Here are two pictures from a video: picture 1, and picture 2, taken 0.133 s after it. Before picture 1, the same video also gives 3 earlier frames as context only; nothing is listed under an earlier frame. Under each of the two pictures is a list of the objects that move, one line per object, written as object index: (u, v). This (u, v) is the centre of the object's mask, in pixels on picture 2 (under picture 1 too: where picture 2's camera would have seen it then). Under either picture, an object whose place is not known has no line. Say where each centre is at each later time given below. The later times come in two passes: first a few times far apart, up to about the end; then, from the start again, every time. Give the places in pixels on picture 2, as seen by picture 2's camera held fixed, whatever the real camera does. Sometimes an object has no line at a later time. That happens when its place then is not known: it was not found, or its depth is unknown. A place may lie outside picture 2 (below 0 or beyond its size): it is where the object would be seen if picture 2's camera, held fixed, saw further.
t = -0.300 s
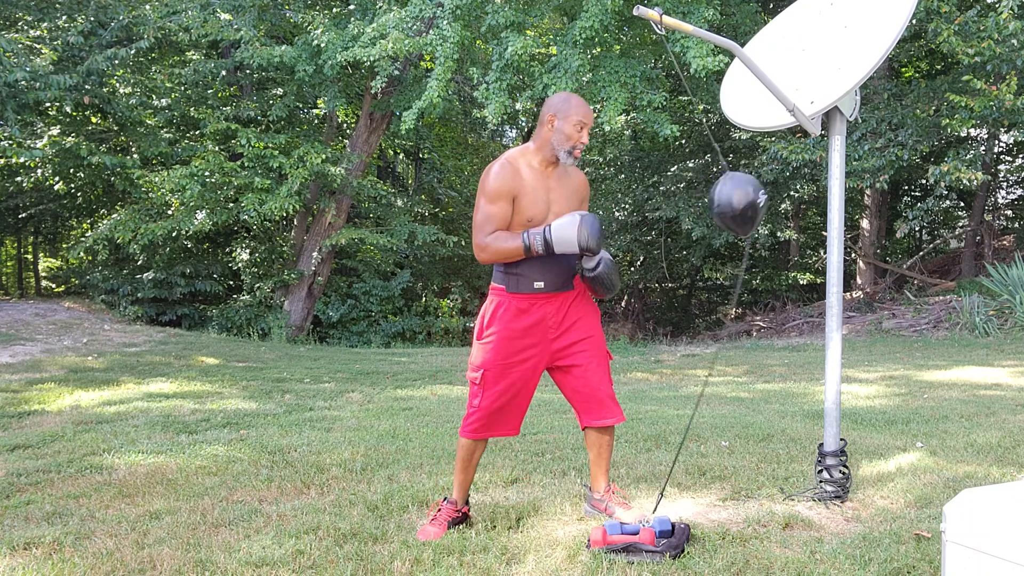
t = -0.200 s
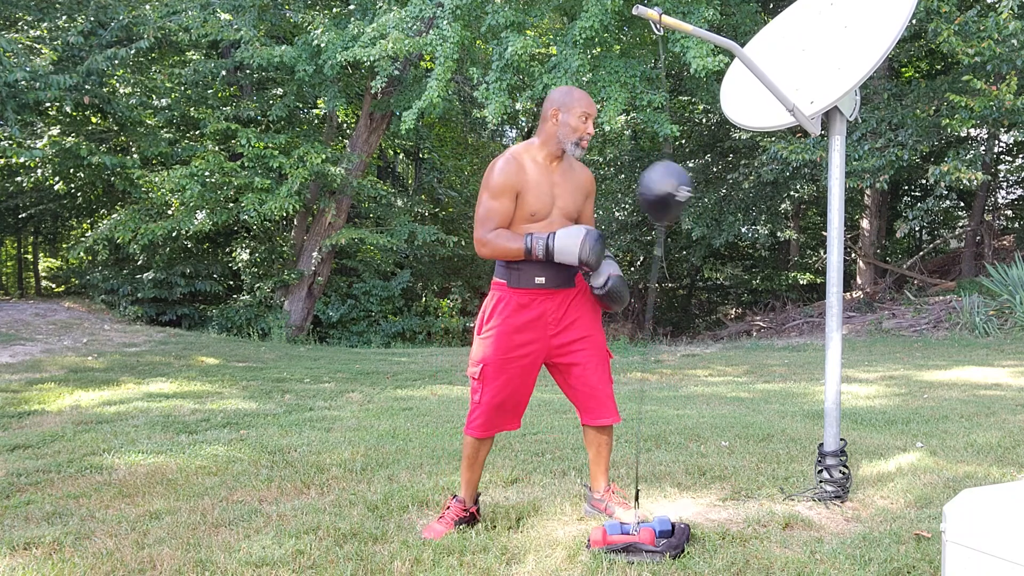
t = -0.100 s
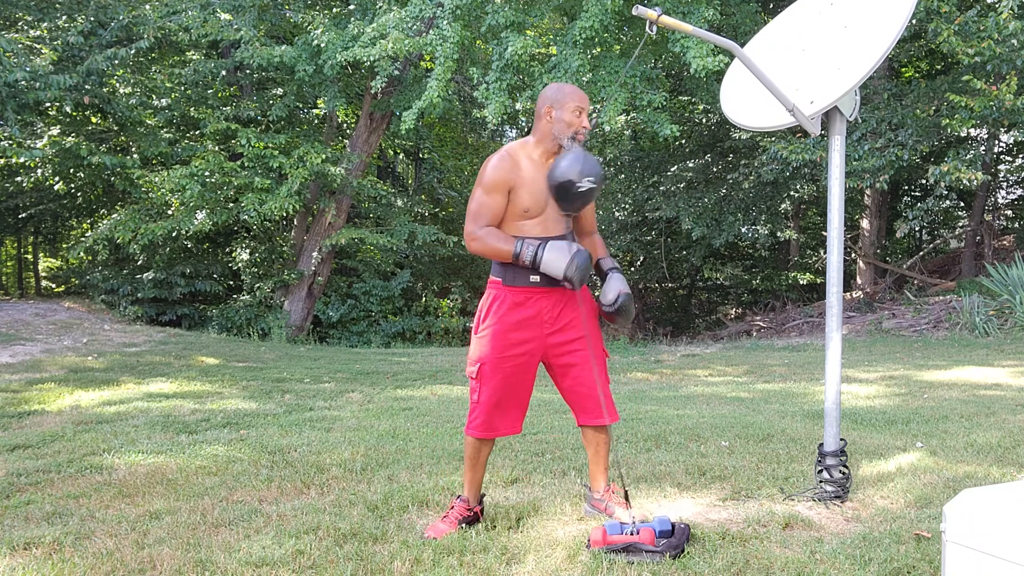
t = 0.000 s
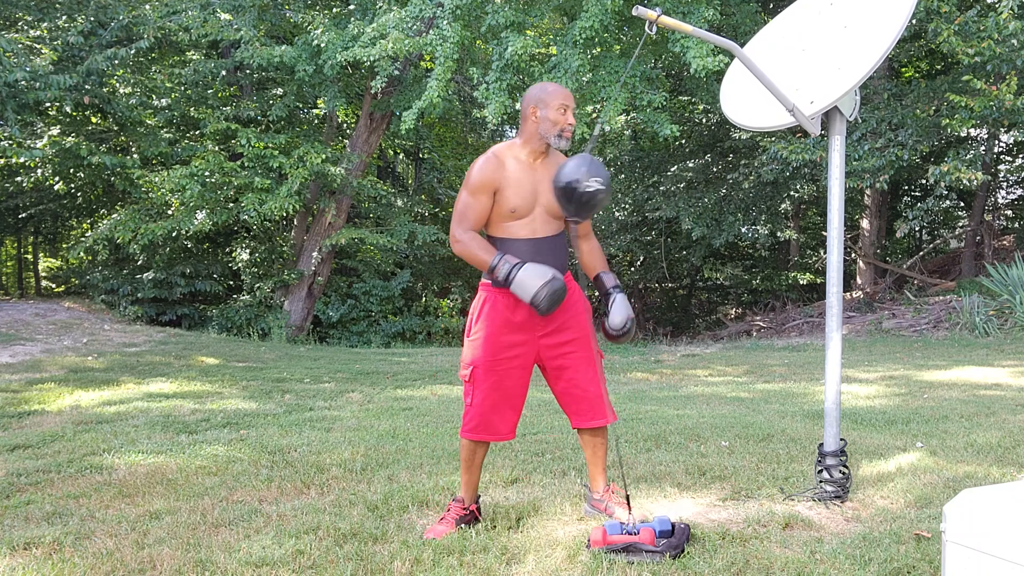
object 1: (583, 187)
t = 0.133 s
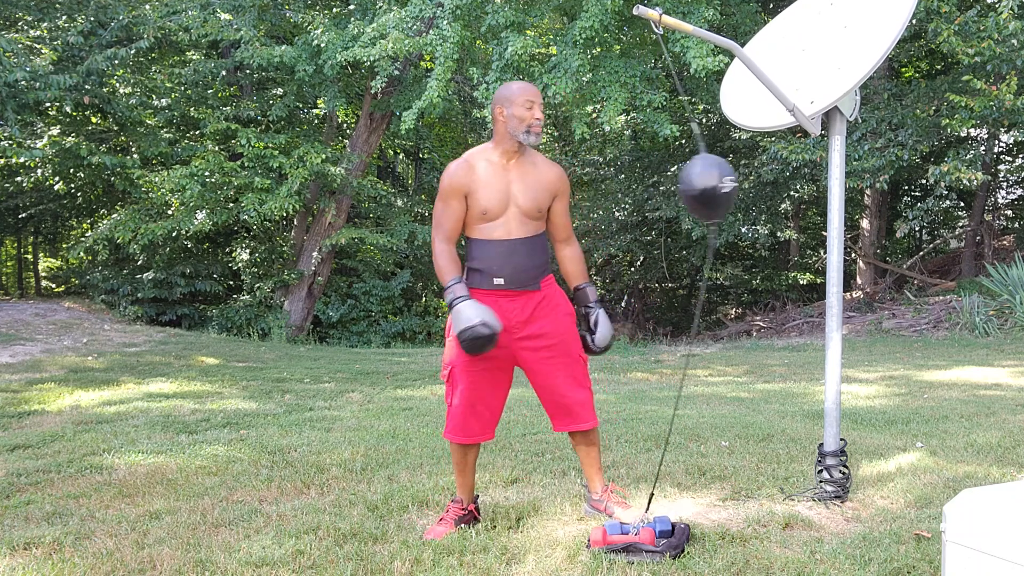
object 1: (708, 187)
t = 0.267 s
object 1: (706, 190)
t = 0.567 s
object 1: (627, 184)
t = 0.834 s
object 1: (669, 191)
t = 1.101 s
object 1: (635, 187)
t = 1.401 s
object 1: (647, 194)
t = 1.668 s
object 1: (657, 189)
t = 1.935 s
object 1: (649, 193)
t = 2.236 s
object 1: (669, 188)
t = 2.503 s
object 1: (640, 193)
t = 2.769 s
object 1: (661, 189)
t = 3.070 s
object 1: (634, 192)
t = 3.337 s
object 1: (666, 189)
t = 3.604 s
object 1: (640, 192)
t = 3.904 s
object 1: (672, 189)
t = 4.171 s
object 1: (635, 192)
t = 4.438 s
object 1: (667, 189)
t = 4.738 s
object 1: (632, 191)
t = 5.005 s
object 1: (673, 189)
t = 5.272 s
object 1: (634, 192)
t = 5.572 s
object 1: (674, 190)
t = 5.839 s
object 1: (631, 191)
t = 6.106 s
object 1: (672, 190)
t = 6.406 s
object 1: (630, 191)
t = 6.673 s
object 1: (672, 191)
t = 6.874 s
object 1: (640, 192)
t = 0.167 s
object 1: (728, 188)
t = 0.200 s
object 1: (733, 188)
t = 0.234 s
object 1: (725, 189)
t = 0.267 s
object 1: (706, 190)
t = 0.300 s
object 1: (679, 191)
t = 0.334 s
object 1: (650, 193)
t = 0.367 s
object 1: (621, 192)
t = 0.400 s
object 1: (597, 191)
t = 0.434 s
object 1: (581, 188)
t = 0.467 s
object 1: (576, 185)
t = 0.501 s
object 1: (583, 182)
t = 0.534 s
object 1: (600, 182)
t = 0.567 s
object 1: (627, 184)
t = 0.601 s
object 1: (656, 188)
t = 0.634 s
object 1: (684, 191)
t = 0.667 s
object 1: (706, 191)
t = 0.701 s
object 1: (718, 190)
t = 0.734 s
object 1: (719, 189)
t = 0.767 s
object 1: (710, 188)
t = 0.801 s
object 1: (692, 188)
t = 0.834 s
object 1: (669, 191)
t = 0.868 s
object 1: (645, 194)
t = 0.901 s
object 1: (622, 194)
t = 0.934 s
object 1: (603, 192)
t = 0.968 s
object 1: (593, 189)
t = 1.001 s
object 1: (590, 187)
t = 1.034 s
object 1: (596, 185)
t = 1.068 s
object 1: (611, 185)
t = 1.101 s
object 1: (635, 187)
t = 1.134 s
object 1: (658, 189)
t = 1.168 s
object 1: (680, 190)
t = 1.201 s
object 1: (698, 190)
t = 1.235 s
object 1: (706, 189)
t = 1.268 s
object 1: (707, 190)
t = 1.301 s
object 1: (699, 190)
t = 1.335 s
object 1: (684, 190)
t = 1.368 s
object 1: (667, 193)
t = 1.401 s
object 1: (647, 194)
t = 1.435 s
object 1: (629, 194)
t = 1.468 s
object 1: (615, 192)
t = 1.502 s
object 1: (605, 190)
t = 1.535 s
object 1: (603, 188)
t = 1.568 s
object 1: (608, 187)
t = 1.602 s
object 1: (620, 187)
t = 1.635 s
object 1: (637, 188)
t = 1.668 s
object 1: (657, 189)
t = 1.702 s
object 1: (674, 189)
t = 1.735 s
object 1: (688, 189)
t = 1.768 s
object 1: (697, 189)
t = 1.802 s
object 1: (697, 190)
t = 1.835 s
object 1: (692, 191)
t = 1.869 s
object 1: (680, 192)
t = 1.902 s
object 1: (666, 193)
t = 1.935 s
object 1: (649, 193)
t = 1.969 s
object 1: (633, 192)
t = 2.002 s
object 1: (621, 191)
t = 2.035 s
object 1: (612, 190)
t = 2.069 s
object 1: (610, 189)
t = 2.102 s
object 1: (614, 189)
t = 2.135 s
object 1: (623, 189)
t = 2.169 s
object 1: (637, 189)
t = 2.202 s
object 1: (653, 189)
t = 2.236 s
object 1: (669, 188)
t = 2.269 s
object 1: (681, 188)
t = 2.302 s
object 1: (690, 189)
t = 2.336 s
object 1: (693, 190)
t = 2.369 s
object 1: (689, 191)
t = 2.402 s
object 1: (680, 192)
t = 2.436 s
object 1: (668, 193)
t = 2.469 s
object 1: (655, 193)
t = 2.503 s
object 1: (640, 193)
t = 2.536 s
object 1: (629, 192)
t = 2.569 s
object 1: (620, 190)
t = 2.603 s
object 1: (617, 190)
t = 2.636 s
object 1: (617, 189)
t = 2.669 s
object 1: (623, 189)
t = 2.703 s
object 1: (634, 188)
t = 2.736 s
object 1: (647, 188)
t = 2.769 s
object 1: (661, 189)
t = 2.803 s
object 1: (673, 189)
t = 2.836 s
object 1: (682, 190)
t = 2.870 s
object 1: (687, 190)
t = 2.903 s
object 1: (686, 191)
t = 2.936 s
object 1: (680, 193)
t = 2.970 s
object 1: (671, 193)
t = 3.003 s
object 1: (658, 193)
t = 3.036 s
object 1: (646, 193)
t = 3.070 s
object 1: (634, 192)
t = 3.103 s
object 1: (626, 191)
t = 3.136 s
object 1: (621, 191)
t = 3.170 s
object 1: (619, 190)
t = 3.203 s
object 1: (621, 190)
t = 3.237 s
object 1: (631, 190)
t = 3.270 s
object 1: (643, 190)
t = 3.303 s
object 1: (655, 189)
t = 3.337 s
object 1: (666, 189)
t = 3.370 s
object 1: (676, 189)
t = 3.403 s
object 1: (681, 190)
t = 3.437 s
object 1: (682, 191)
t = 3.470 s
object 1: (679, 192)
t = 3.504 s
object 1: (671, 193)
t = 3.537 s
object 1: (661, 193)
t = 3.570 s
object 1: (650, 193)
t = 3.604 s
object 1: (640, 192)
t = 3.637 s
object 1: (631, 192)
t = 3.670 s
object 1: (626, 191)
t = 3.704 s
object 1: (623, 191)
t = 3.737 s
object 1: (625, 190)
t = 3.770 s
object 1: (632, 190)
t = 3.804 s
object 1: (641, 189)
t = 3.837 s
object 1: (653, 189)
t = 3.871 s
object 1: (663, 189)
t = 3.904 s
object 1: (672, 189)
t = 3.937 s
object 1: (679, 190)
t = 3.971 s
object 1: (680, 190)
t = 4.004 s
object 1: (678, 191)
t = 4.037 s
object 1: (672, 192)
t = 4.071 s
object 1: (663, 193)
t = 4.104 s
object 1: (653, 193)
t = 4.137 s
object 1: (643, 192)
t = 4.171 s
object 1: (635, 192)
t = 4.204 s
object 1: (628, 191)
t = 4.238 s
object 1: (625, 191)
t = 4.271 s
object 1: (625, 190)
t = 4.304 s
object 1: (630, 190)
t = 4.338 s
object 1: (638, 189)
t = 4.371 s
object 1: (649, 189)
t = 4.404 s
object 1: (659, 189)
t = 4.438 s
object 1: (667, 189)
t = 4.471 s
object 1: (674, 190)
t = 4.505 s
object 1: (676, 190)
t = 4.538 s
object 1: (676, 191)
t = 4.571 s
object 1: (672, 192)
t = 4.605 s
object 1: (664, 193)
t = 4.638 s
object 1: (655, 192)
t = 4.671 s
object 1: (646, 192)
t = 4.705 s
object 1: (637, 192)
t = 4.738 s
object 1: (632, 191)
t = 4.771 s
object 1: (628, 191)
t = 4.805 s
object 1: (628, 190)
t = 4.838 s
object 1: (631, 190)
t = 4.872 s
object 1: (638, 189)
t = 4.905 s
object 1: (647, 189)
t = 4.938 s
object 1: (656, 189)
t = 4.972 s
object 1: (665, 189)
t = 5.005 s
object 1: (673, 189)
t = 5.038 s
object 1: (675, 190)
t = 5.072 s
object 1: (676, 191)
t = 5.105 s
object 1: (672, 191)
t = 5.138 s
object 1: (666, 192)
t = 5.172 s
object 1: (658, 192)
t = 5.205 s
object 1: (649, 192)
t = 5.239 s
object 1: (640, 192)
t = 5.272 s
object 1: (634, 192)
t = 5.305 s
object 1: (630, 191)
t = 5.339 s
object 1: (630, 191)
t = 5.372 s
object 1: (632, 191)
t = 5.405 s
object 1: (638, 190)
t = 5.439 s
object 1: (647, 189)
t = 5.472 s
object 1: (655, 189)
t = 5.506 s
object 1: (663, 189)
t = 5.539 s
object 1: (670, 190)
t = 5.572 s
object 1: (674, 190)
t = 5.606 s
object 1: (674, 190)
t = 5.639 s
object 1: (671, 191)
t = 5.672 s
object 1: (666, 192)
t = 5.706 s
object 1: (658, 192)
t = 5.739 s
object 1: (650, 192)
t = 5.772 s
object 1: (642, 192)
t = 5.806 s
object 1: (636, 191)
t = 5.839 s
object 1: (631, 191)
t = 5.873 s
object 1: (630, 191)
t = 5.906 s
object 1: (632, 191)
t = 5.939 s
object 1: (637, 190)
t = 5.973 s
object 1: (643, 190)
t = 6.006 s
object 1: (652, 190)
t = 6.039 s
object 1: (660, 189)
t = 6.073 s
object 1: (668, 190)
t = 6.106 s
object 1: (672, 190)
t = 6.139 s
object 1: (673, 190)
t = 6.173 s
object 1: (672, 191)
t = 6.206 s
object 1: (667, 192)
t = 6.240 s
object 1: (659, 192)
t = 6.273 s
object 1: (651, 192)
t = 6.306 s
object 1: (643, 192)
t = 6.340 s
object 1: (636, 192)
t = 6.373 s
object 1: (632, 192)
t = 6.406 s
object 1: (630, 191)
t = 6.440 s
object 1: (631, 191)
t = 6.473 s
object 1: (636, 190)
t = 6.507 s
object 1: (643, 190)
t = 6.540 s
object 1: (650, 190)
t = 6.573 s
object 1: (658, 190)
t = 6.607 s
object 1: (664, 190)
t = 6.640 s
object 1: (670, 190)
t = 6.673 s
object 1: (672, 191)
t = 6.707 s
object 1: (672, 192)
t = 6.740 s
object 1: (666, 193)
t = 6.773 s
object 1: (661, 192)
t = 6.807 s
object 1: (654, 193)
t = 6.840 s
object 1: (646, 193)
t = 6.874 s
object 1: (640, 192)
